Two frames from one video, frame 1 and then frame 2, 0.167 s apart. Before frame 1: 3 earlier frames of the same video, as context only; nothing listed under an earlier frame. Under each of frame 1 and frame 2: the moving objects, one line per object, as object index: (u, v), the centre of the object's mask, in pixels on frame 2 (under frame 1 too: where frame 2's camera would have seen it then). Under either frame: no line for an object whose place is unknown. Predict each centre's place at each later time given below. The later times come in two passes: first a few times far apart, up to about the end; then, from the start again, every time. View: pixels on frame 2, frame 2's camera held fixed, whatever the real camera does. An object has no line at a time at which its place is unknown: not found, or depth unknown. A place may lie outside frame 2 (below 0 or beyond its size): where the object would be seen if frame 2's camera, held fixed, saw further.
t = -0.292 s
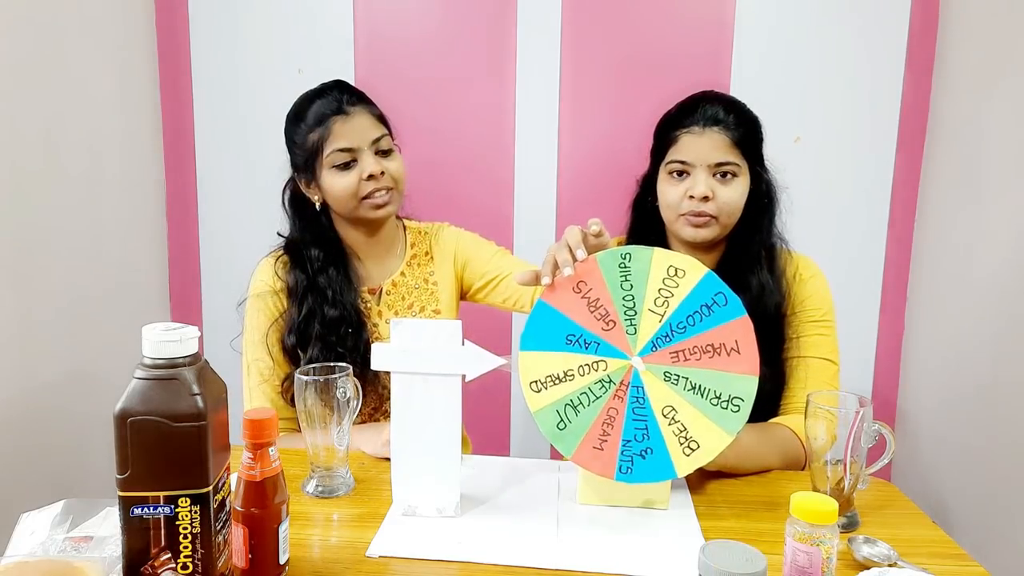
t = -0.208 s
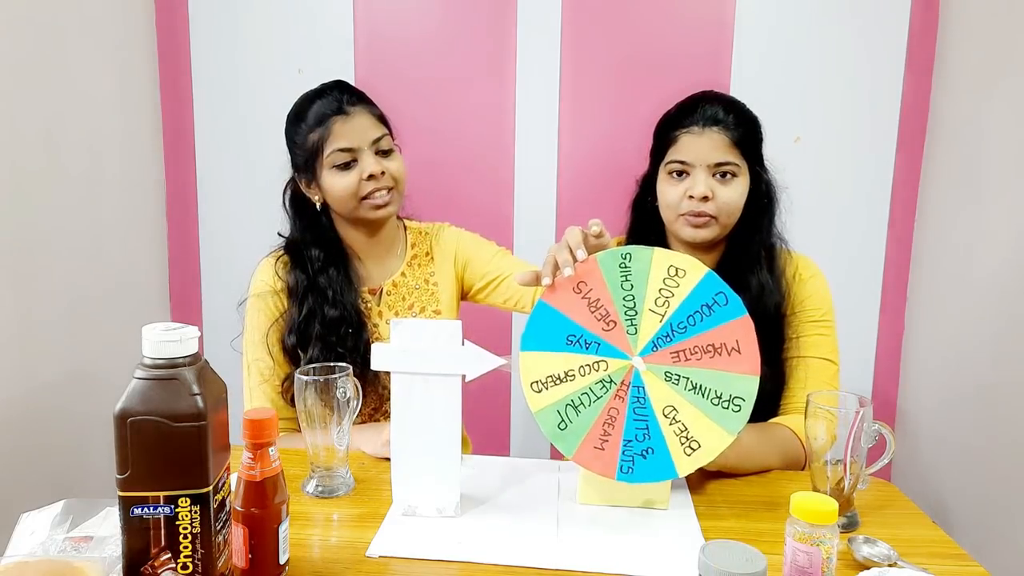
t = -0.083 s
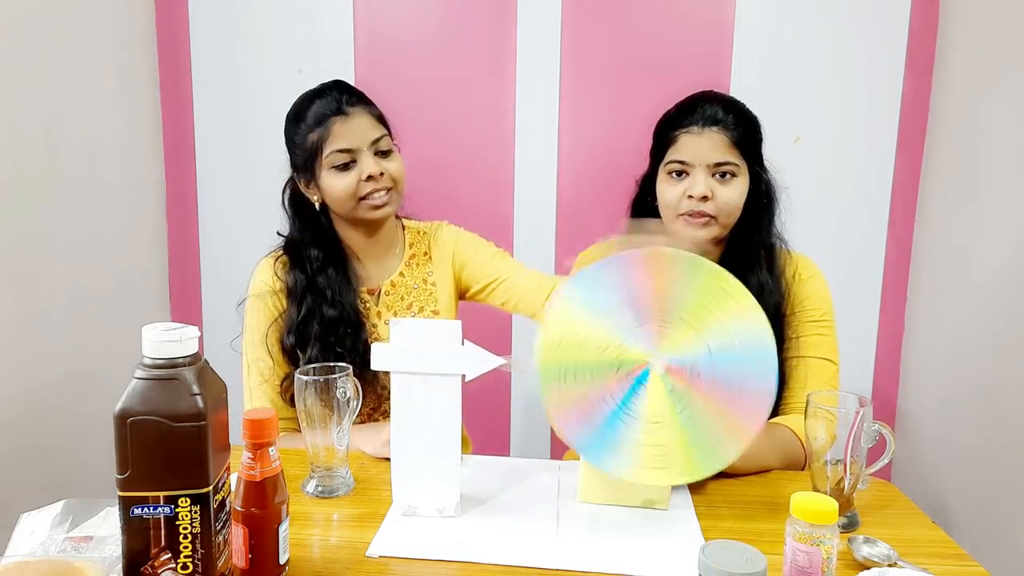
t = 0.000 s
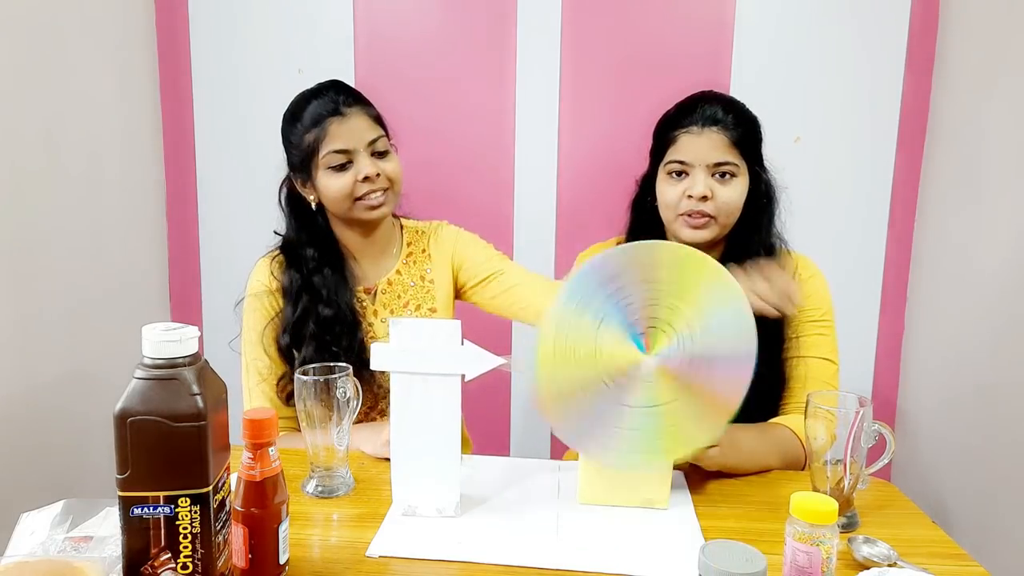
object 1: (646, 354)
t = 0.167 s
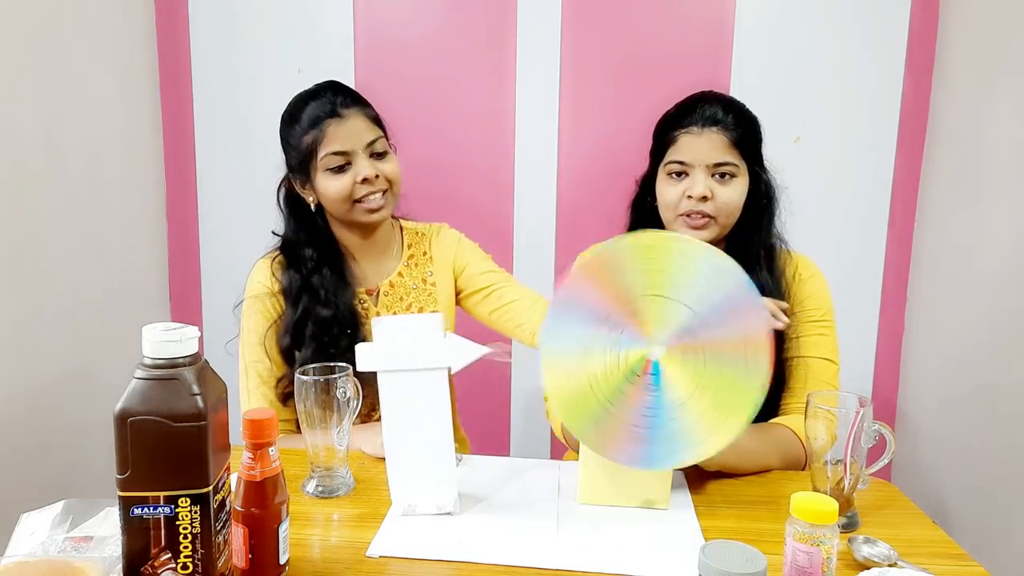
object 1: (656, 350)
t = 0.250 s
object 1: (649, 350)
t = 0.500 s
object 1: (648, 352)
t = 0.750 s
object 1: (639, 348)
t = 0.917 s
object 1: (643, 355)
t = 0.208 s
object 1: (657, 350)
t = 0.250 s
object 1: (649, 350)
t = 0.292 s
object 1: (639, 350)
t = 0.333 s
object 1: (635, 344)
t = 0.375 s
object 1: (635, 343)
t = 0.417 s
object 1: (639, 346)
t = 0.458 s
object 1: (645, 349)
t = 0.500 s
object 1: (648, 352)
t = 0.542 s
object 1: (646, 352)
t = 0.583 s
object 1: (640, 353)
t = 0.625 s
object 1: (630, 349)
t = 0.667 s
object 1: (629, 345)
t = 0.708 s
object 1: (634, 347)
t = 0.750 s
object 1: (639, 348)
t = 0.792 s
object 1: (644, 351)
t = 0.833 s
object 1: (647, 351)
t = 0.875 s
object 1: (647, 353)
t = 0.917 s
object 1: (643, 355)
